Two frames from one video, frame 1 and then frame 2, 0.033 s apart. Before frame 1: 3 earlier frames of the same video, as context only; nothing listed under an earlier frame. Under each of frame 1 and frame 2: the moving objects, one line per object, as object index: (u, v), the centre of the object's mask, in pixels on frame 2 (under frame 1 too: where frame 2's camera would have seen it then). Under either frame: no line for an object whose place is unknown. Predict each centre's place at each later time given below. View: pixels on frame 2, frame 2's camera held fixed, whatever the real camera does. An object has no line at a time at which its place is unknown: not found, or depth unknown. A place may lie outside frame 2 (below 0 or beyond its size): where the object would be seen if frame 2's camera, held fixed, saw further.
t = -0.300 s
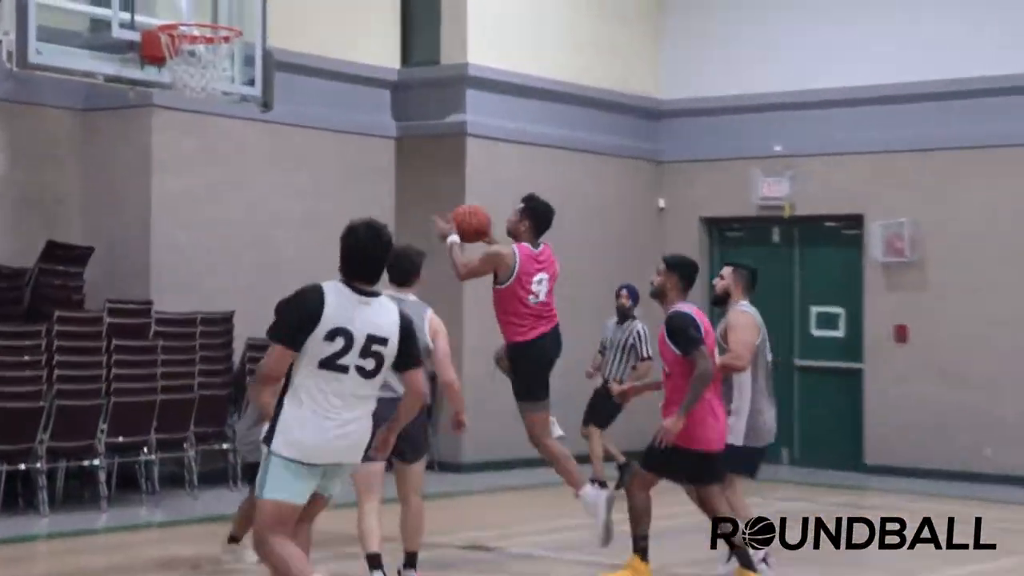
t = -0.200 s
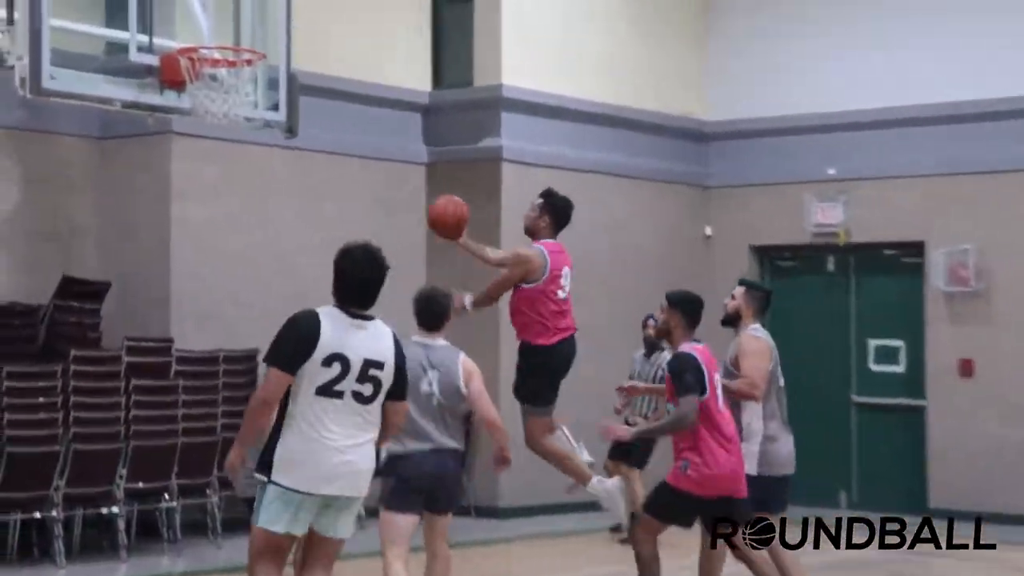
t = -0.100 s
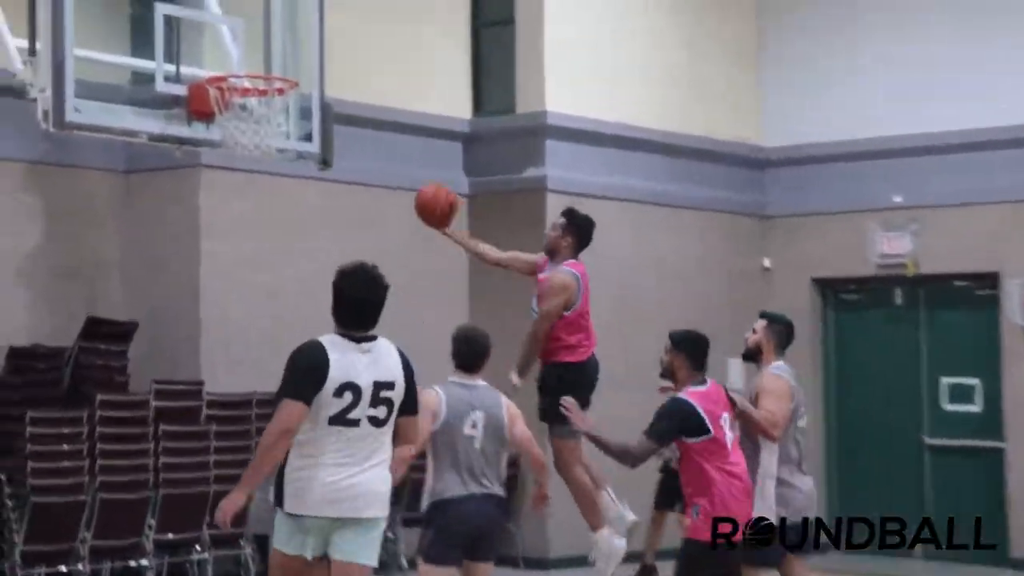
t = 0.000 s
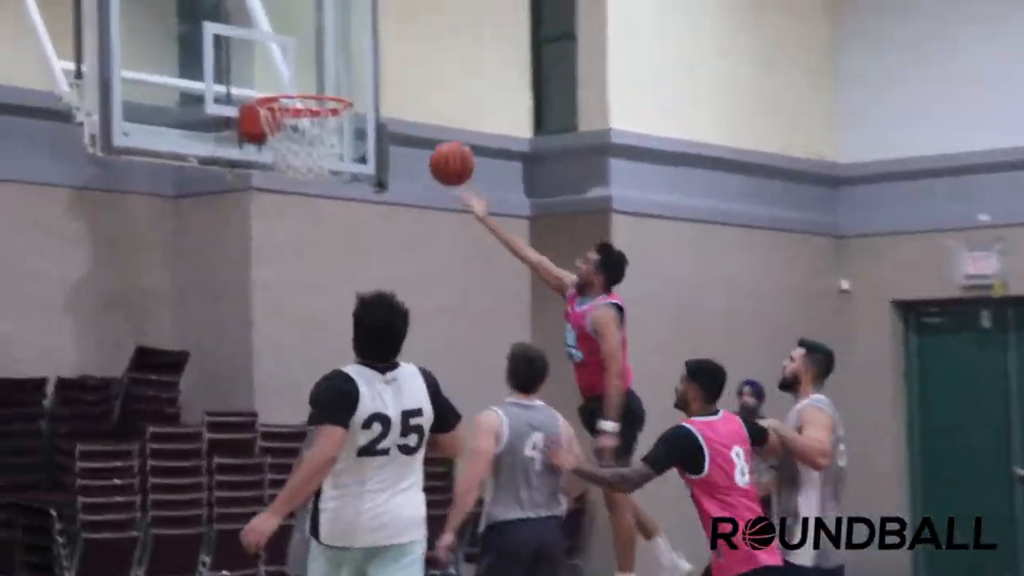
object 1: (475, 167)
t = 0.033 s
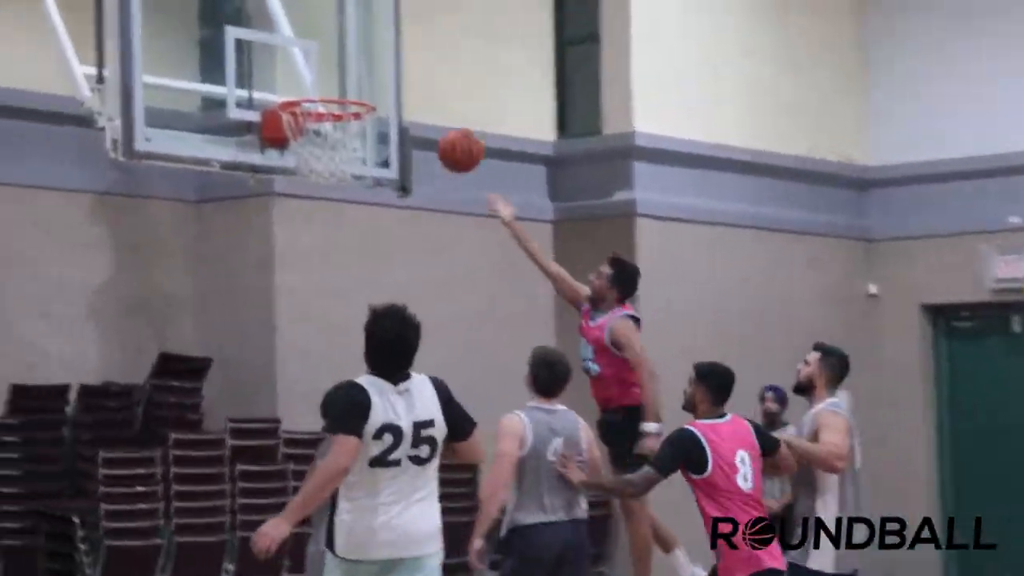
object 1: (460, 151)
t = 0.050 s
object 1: (453, 143)
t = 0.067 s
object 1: (446, 134)
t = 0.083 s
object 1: (438, 128)
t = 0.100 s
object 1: (431, 120)
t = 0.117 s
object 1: (424, 115)
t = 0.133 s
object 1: (418, 110)
